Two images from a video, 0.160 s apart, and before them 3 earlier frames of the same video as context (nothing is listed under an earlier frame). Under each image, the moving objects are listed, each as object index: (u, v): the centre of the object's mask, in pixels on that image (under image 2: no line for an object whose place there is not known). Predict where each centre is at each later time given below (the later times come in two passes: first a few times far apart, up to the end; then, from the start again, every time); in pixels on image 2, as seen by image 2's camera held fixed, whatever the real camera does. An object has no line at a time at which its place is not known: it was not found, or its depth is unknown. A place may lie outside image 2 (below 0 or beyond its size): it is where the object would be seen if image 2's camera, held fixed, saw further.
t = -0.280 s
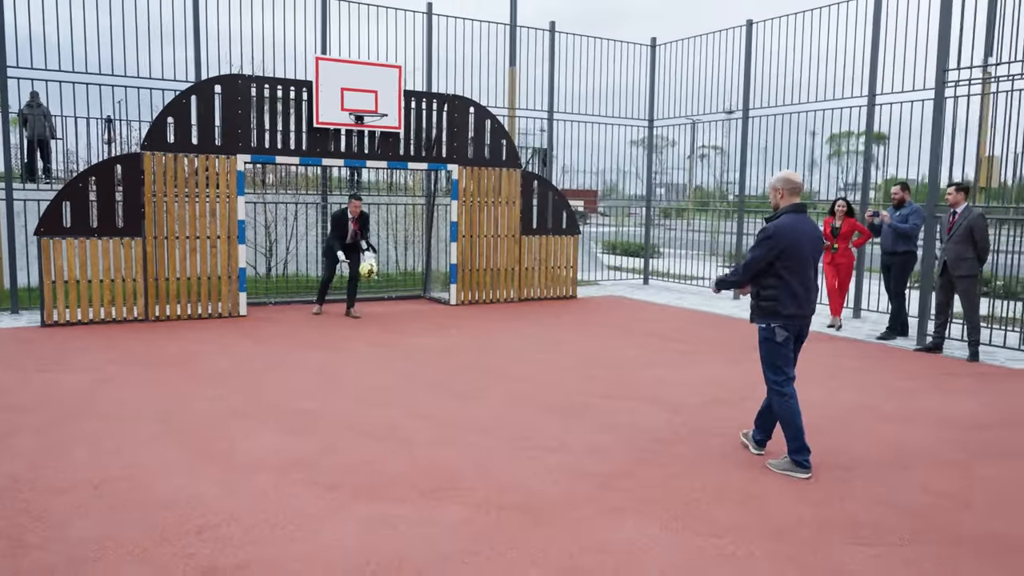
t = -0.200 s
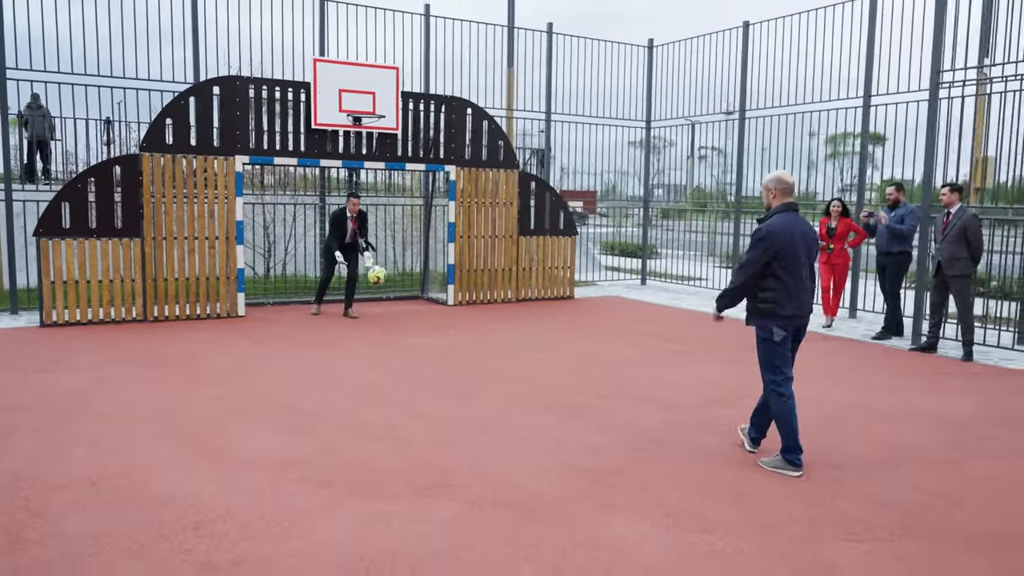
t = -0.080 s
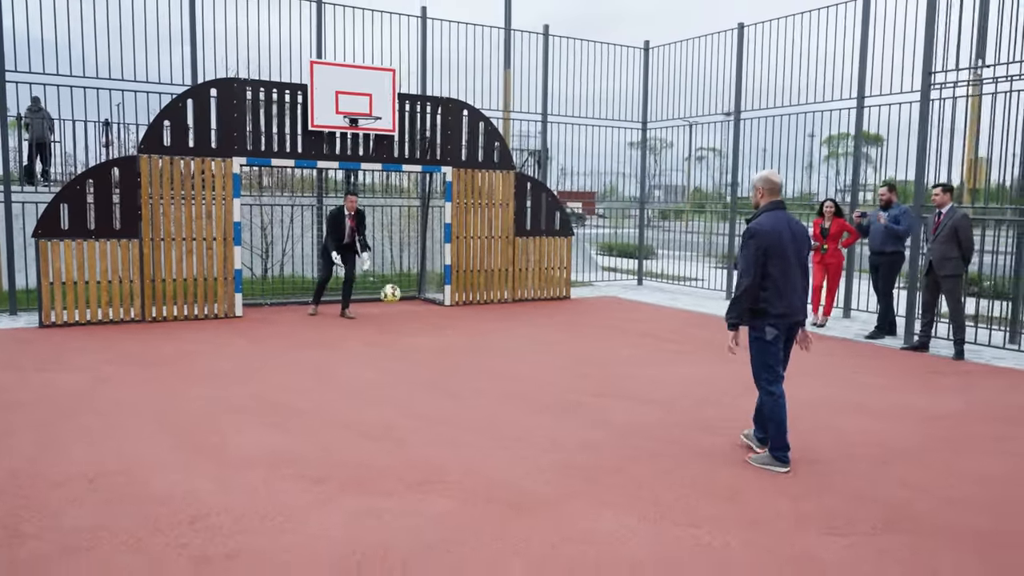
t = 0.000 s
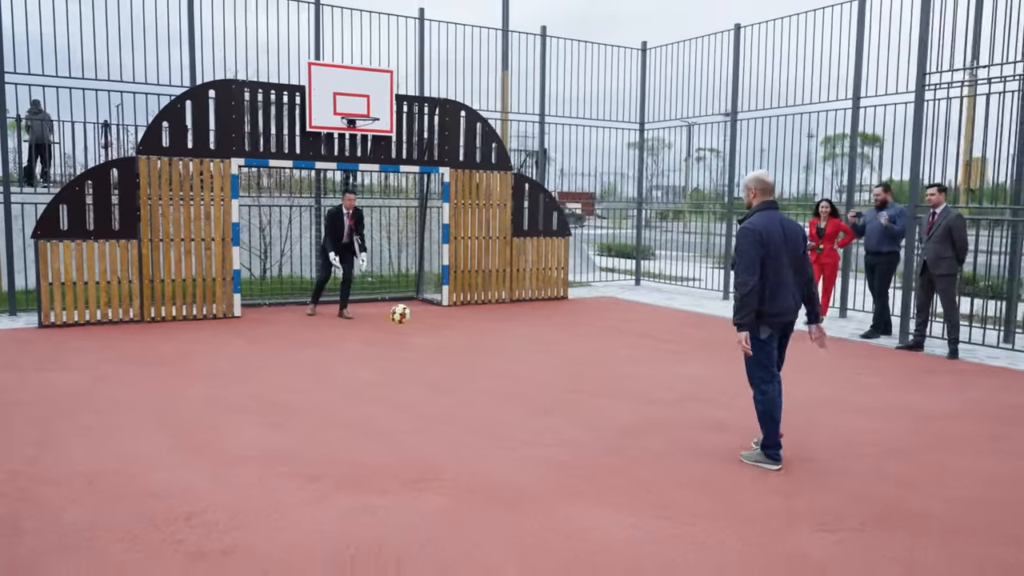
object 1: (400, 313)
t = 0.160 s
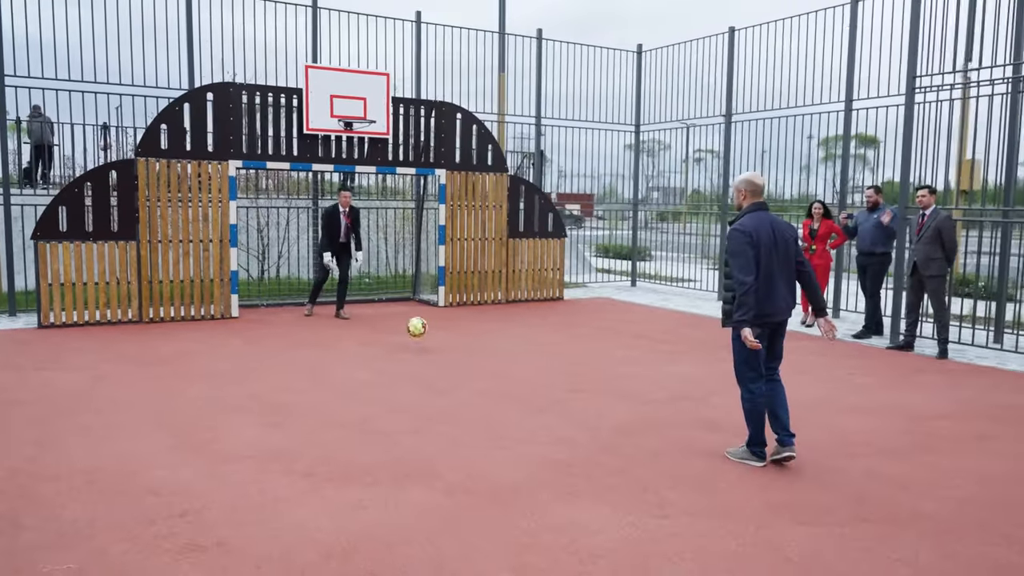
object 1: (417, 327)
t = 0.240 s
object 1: (426, 320)
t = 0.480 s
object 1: (456, 338)
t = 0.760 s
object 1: (493, 353)
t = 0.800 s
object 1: (499, 358)
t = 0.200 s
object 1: (421, 323)
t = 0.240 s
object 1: (426, 320)
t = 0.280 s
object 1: (431, 320)
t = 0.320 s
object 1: (435, 320)
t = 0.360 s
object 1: (440, 322)
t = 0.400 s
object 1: (445, 326)
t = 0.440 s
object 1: (451, 331)
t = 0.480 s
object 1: (456, 338)
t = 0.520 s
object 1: (462, 346)
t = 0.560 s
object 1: (466, 351)
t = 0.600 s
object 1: (471, 349)
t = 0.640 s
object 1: (477, 347)
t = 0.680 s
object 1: (482, 347)
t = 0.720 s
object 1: (487, 349)
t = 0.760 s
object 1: (493, 353)
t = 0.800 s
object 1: (499, 358)
